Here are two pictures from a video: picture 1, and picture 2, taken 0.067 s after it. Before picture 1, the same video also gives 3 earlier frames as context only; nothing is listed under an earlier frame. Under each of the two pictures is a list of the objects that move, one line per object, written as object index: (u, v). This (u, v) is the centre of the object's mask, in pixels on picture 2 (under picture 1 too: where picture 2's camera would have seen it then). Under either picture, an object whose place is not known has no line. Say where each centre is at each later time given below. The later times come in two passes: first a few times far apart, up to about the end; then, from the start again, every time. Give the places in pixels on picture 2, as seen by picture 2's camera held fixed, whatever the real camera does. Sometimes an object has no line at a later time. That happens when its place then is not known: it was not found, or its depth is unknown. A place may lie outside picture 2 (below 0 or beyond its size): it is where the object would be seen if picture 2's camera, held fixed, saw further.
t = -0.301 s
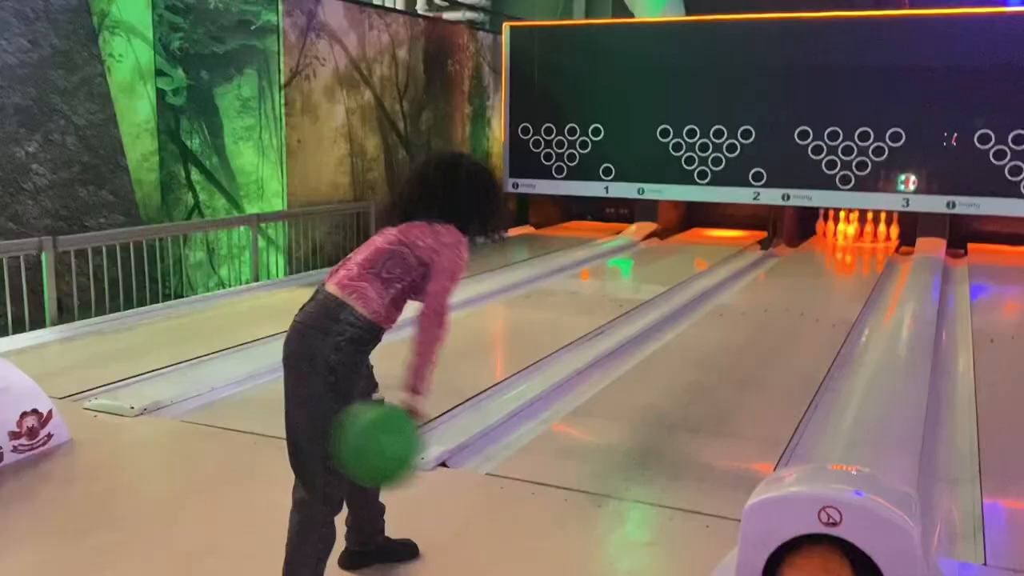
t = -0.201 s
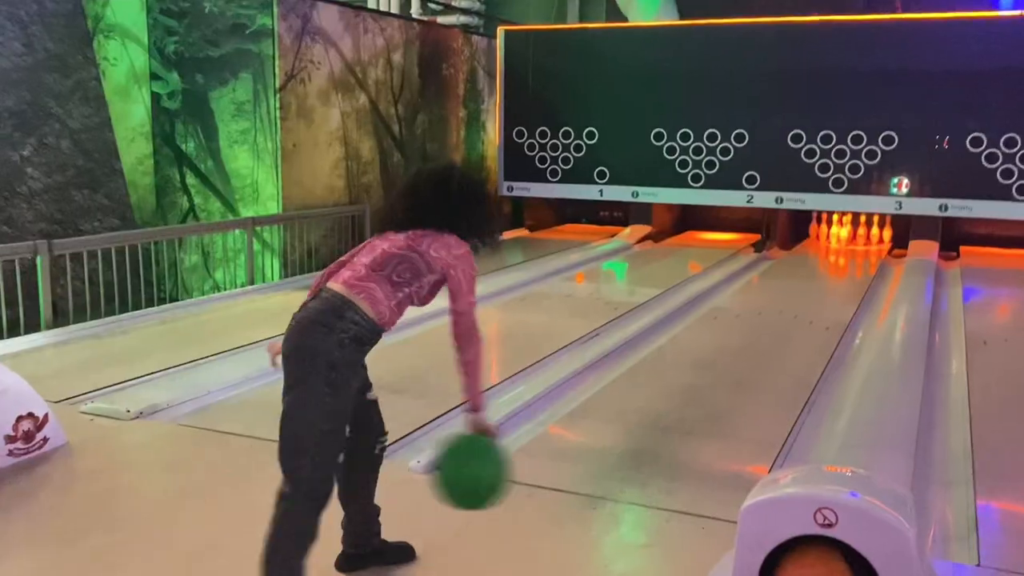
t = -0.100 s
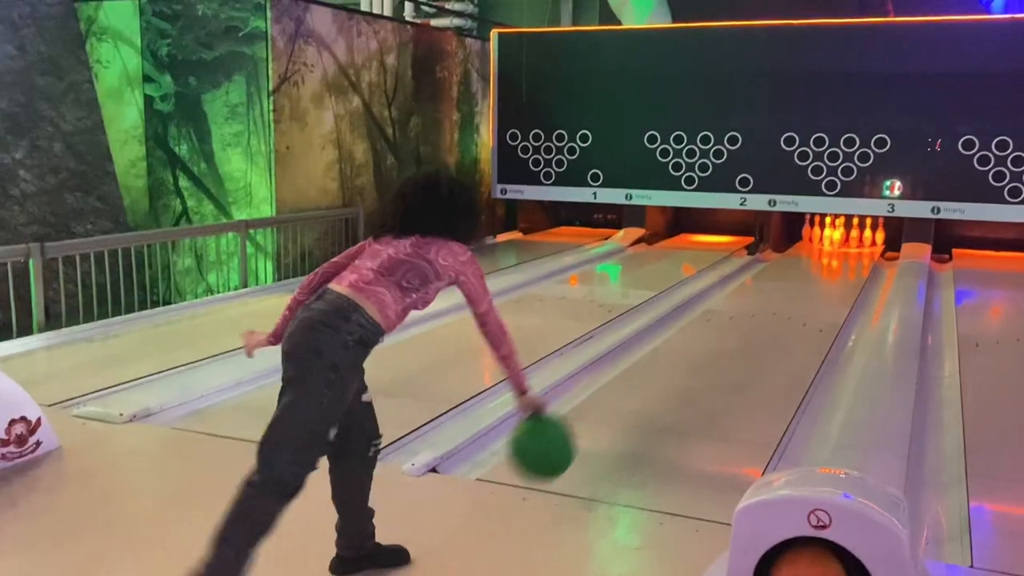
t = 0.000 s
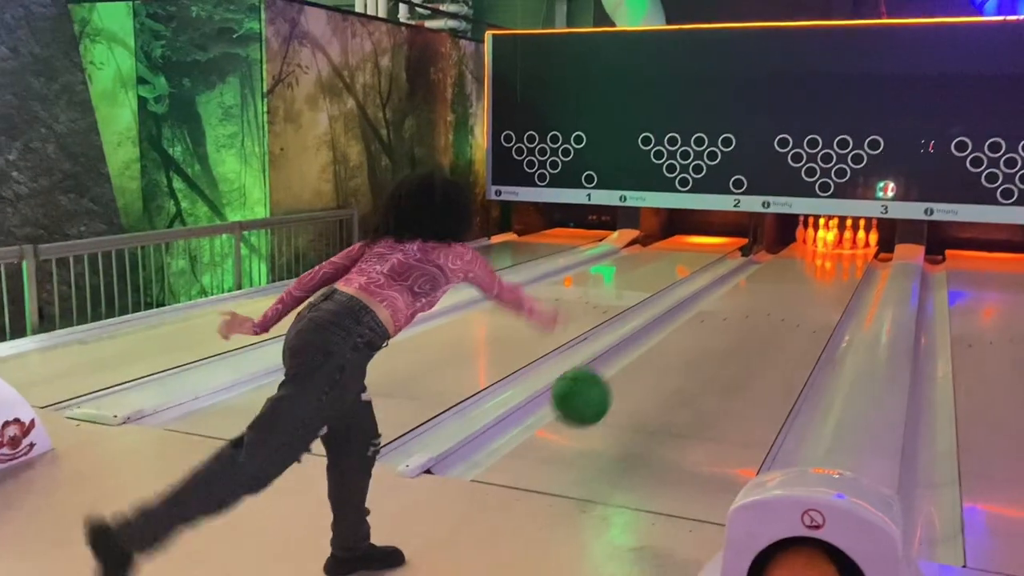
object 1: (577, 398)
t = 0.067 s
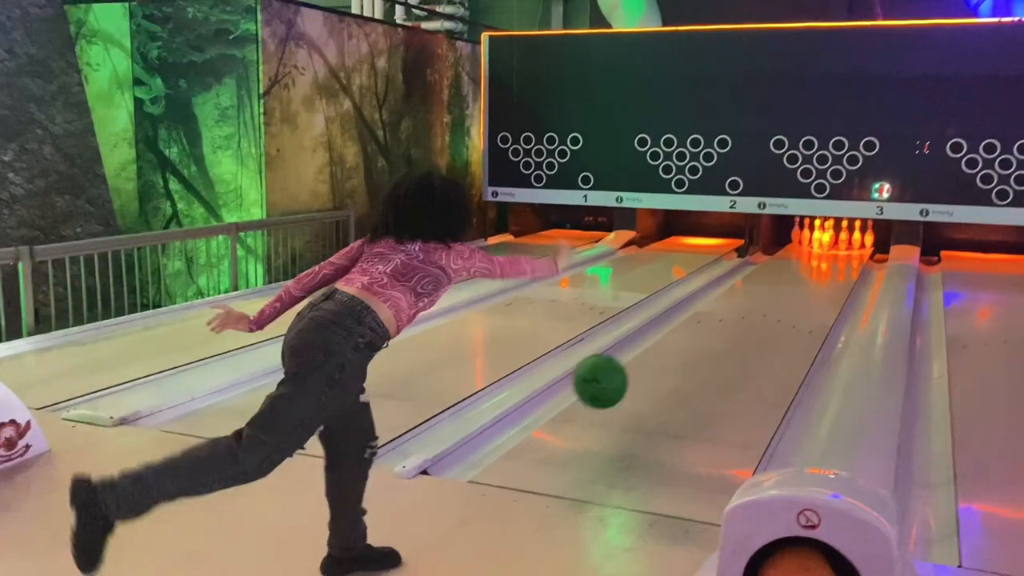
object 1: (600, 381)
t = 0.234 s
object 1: (645, 389)
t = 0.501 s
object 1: (691, 368)
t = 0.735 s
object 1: (717, 340)
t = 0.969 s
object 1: (731, 321)
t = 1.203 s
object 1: (742, 307)
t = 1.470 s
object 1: (752, 294)
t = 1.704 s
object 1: (760, 283)
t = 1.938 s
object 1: (768, 275)
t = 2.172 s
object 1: (775, 267)
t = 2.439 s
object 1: (781, 260)
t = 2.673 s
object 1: (787, 253)
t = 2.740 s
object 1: (789, 252)
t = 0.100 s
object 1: (610, 378)
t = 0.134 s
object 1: (620, 377)
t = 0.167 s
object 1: (629, 379)
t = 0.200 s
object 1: (637, 383)
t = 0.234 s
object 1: (645, 389)
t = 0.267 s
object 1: (652, 397)
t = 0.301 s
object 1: (658, 403)
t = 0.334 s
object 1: (665, 393)
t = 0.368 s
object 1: (671, 384)
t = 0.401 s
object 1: (676, 379)
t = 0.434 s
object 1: (681, 376)
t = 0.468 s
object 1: (687, 373)
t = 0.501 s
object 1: (691, 368)
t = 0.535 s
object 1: (696, 363)
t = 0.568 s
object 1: (700, 358)
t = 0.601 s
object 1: (704, 354)
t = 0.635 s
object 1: (708, 350)
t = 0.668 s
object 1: (711, 347)
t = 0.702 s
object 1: (714, 343)
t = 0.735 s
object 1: (717, 340)
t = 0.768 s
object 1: (719, 337)
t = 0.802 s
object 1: (721, 334)
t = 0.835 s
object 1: (724, 331)
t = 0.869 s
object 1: (726, 328)
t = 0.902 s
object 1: (728, 326)
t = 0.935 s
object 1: (729, 323)
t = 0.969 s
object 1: (731, 321)
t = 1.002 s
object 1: (733, 319)
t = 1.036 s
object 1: (734, 317)
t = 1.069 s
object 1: (736, 315)
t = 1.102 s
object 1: (737, 313)
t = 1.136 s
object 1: (739, 311)
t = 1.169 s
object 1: (740, 309)
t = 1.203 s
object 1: (742, 307)
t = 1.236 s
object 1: (743, 306)
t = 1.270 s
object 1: (744, 304)
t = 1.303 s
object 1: (746, 302)
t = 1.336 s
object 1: (747, 300)
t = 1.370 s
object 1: (748, 299)
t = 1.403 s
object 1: (750, 297)
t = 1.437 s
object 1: (751, 295)
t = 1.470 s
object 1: (752, 294)
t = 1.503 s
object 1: (753, 292)
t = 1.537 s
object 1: (754, 291)
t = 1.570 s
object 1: (756, 290)
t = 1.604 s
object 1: (757, 288)
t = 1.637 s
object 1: (758, 287)
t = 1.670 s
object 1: (759, 285)
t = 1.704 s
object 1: (760, 283)
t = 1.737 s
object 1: (761, 283)
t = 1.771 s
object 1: (763, 282)
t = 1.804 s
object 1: (764, 280)
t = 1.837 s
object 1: (765, 279)
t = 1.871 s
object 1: (766, 277)
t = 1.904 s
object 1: (767, 276)
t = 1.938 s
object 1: (768, 275)
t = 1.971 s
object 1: (769, 273)
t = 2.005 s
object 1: (770, 273)
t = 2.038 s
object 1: (771, 271)
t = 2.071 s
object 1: (772, 270)
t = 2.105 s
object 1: (773, 269)
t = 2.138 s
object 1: (774, 268)
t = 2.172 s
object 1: (775, 267)
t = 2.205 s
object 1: (775, 266)
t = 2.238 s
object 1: (777, 265)
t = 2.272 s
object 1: (778, 265)
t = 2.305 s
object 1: (778, 263)
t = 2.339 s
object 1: (779, 262)
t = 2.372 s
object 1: (780, 261)
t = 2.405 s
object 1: (781, 260)
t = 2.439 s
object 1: (781, 260)
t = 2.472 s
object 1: (782, 259)
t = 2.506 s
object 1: (783, 258)
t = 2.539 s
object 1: (784, 257)
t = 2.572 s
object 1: (785, 256)
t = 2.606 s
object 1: (786, 255)
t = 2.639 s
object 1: (787, 254)
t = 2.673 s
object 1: (787, 253)
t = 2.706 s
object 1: (788, 252)
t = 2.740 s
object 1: (789, 252)
